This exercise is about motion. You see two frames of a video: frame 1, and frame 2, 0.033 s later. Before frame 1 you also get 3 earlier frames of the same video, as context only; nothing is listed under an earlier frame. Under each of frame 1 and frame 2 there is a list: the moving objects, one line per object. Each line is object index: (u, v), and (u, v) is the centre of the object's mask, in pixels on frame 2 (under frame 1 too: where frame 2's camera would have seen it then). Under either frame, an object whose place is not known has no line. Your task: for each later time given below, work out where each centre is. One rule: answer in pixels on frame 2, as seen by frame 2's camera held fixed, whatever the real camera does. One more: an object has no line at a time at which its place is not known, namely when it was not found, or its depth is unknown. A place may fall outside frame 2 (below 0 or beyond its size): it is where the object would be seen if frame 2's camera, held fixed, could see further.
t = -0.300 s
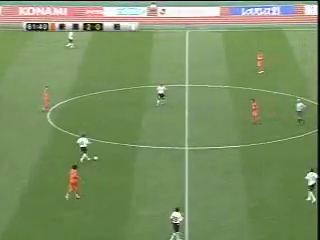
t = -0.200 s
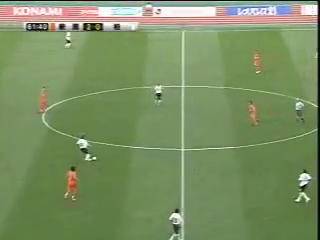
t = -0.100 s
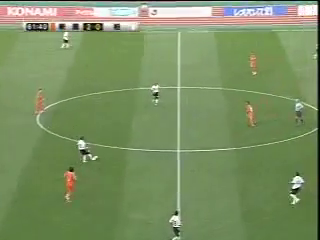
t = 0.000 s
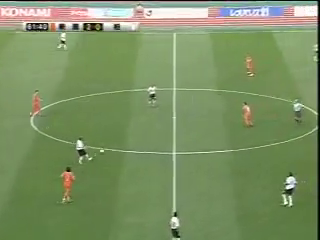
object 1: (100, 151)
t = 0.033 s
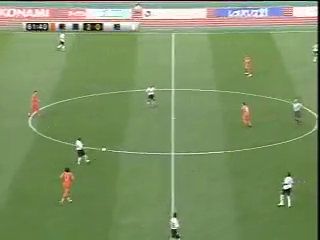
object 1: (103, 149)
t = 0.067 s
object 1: (106, 147)
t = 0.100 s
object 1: (109, 145)
